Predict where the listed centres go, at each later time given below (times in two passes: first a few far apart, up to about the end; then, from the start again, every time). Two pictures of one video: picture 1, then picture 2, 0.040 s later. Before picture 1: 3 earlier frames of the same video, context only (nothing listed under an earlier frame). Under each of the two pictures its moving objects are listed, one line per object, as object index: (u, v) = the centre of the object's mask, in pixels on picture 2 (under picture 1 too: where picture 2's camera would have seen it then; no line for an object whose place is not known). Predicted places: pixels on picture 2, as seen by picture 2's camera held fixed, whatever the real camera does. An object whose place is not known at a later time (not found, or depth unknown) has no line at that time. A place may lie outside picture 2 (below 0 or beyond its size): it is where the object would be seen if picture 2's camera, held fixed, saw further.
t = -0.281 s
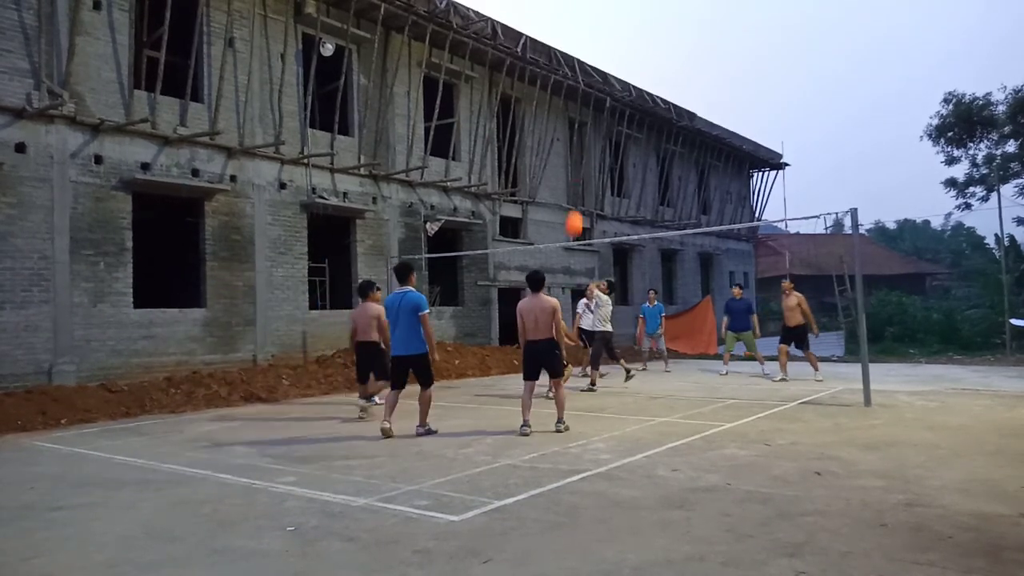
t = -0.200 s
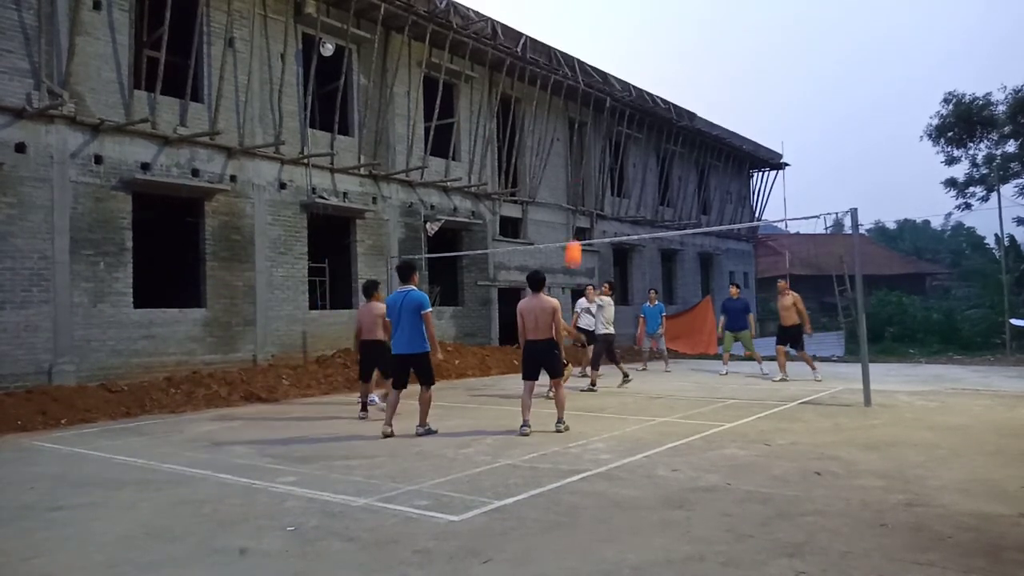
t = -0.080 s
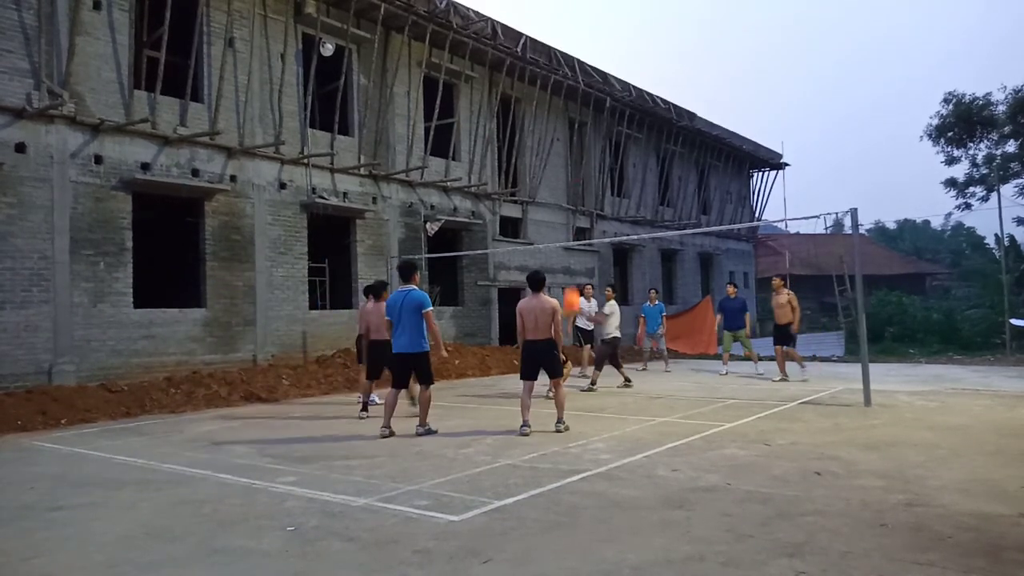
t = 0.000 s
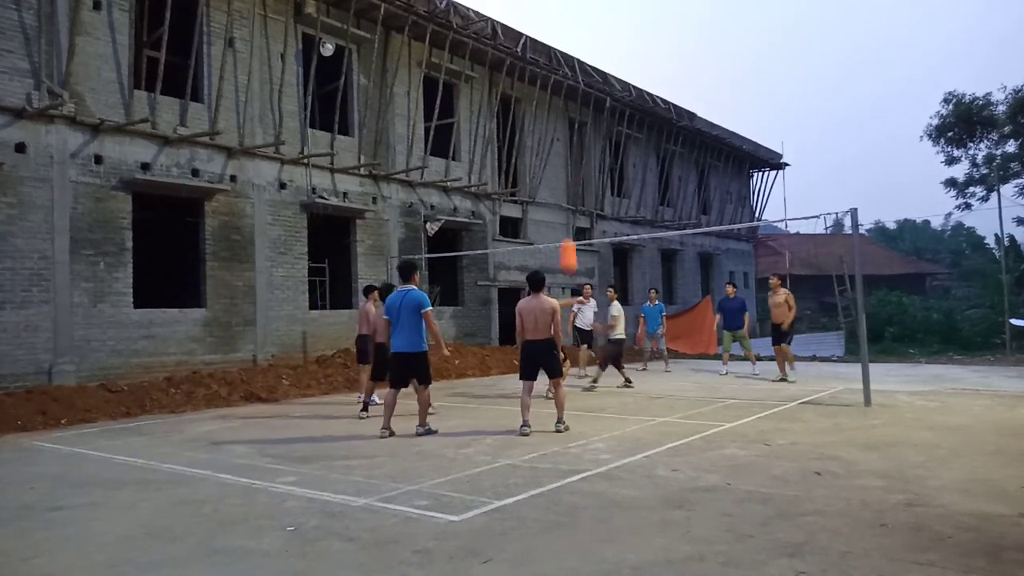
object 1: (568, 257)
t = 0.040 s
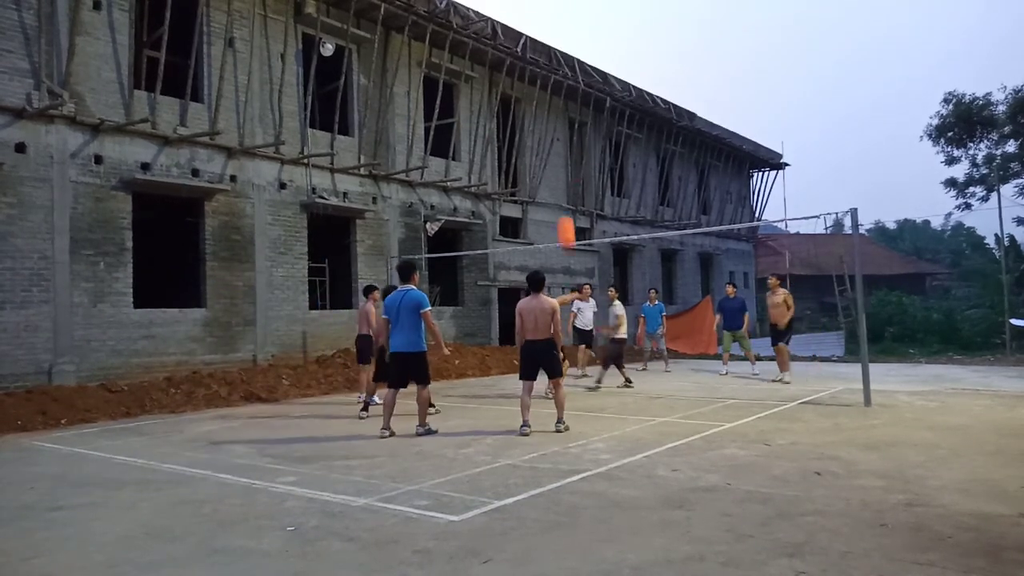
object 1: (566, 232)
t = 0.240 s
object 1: (556, 134)
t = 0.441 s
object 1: (549, 62)
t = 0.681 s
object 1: (543, 12)
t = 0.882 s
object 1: (537, 7)
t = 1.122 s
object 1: (532, 44)
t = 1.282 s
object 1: (530, 96)
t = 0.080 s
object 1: (564, 211)
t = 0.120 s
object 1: (562, 190)
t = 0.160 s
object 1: (560, 170)
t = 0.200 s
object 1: (558, 151)
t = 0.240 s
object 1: (556, 134)
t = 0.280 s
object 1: (555, 118)
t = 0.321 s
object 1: (554, 103)
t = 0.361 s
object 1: (552, 89)
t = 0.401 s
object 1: (551, 75)
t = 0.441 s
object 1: (549, 62)
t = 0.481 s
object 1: (548, 53)
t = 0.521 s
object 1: (547, 43)
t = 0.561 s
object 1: (546, 32)
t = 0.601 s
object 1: (545, 24)
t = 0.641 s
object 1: (544, 17)
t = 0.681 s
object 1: (543, 12)
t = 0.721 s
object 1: (542, 9)
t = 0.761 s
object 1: (540, 7)
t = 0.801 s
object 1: (539, 6)
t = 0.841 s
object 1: (538, 6)
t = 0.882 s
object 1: (537, 7)
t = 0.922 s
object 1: (536, 8)
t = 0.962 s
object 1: (535, 11)
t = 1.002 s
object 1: (535, 16)
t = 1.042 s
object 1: (534, 23)
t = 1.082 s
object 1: (532, 33)
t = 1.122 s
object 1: (532, 44)
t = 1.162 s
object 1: (532, 53)
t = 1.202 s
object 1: (531, 65)
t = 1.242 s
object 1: (530, 80)
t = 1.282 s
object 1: (530, 96)
